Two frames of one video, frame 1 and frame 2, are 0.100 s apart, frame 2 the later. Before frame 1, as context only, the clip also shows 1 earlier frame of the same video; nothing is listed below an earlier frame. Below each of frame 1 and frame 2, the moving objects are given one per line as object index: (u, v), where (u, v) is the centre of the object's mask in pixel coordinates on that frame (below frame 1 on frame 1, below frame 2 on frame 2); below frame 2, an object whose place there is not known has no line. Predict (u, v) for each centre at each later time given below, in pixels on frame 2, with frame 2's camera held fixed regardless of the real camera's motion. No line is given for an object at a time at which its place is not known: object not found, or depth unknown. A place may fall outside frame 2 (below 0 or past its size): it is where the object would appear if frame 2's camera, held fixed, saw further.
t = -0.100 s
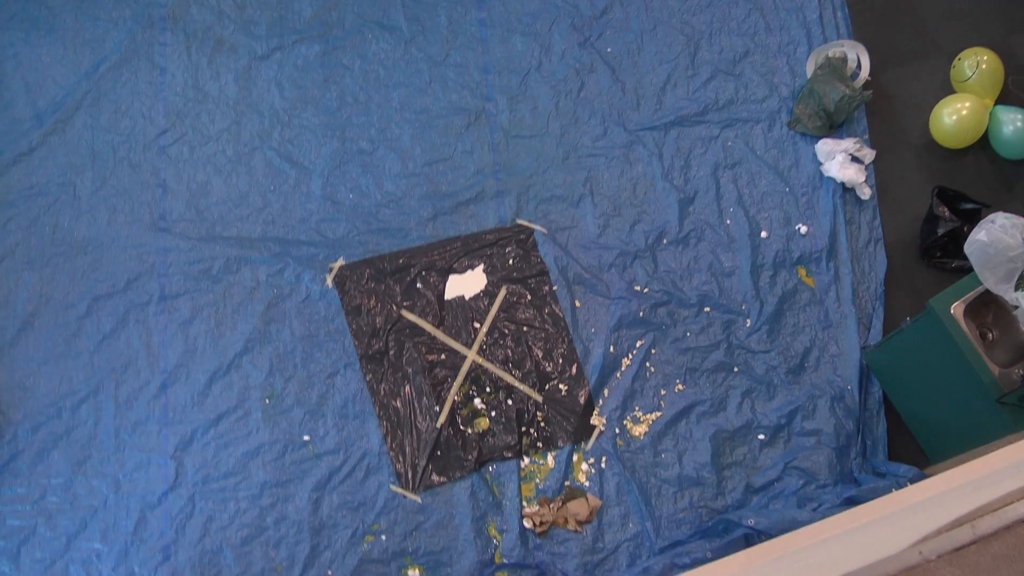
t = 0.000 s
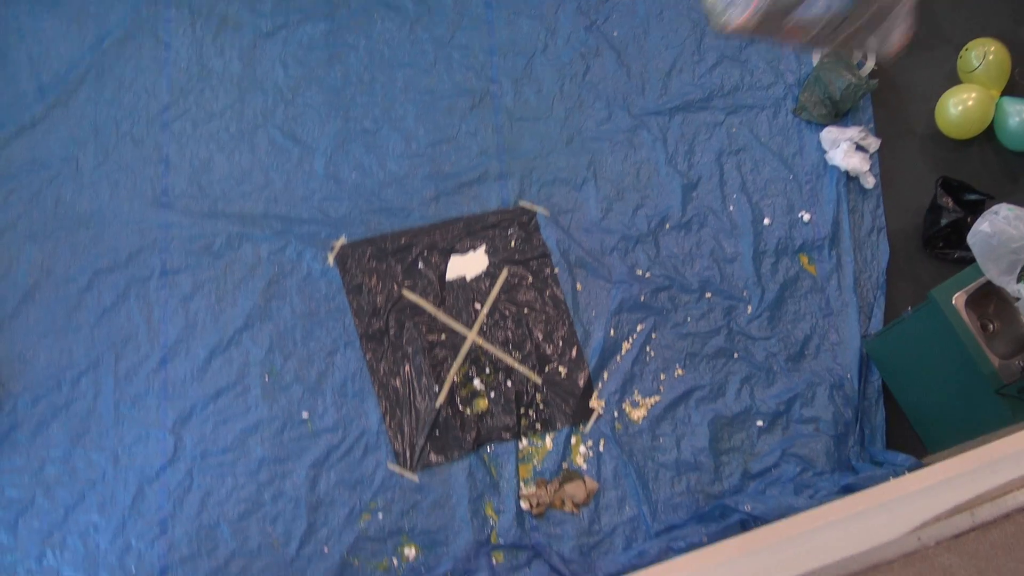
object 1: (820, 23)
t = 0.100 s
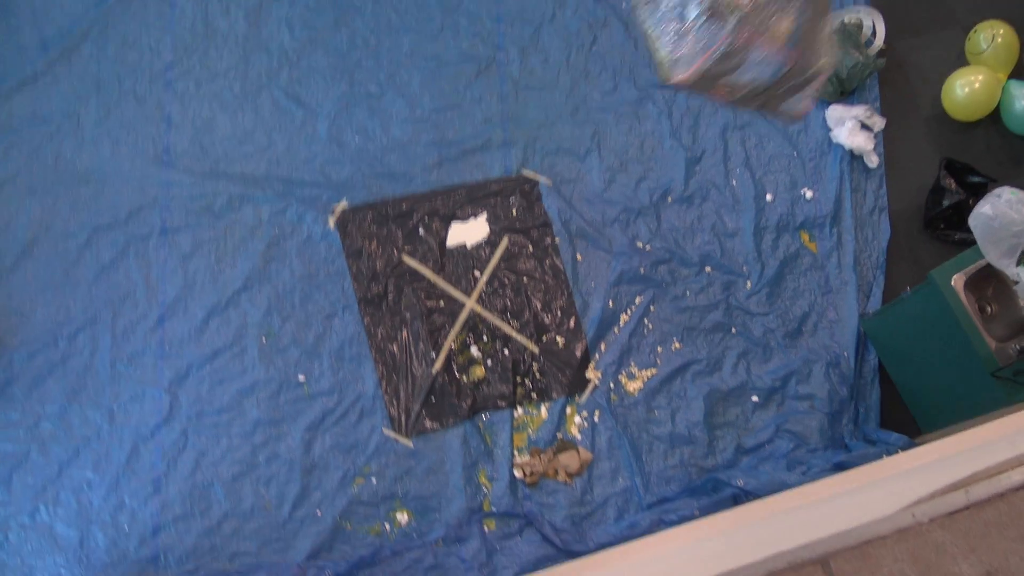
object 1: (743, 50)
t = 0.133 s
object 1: (724, 62)
